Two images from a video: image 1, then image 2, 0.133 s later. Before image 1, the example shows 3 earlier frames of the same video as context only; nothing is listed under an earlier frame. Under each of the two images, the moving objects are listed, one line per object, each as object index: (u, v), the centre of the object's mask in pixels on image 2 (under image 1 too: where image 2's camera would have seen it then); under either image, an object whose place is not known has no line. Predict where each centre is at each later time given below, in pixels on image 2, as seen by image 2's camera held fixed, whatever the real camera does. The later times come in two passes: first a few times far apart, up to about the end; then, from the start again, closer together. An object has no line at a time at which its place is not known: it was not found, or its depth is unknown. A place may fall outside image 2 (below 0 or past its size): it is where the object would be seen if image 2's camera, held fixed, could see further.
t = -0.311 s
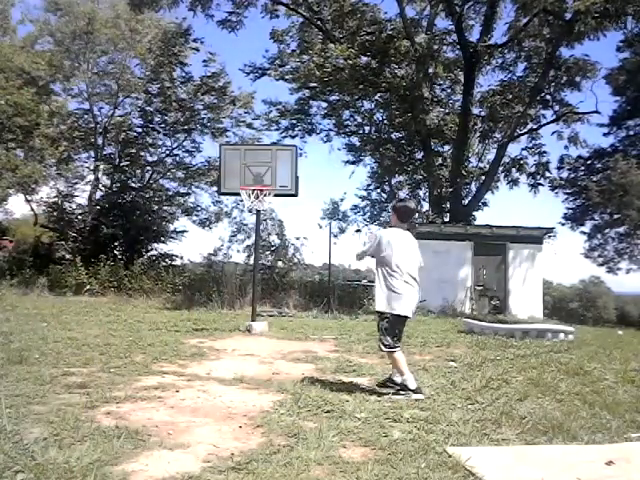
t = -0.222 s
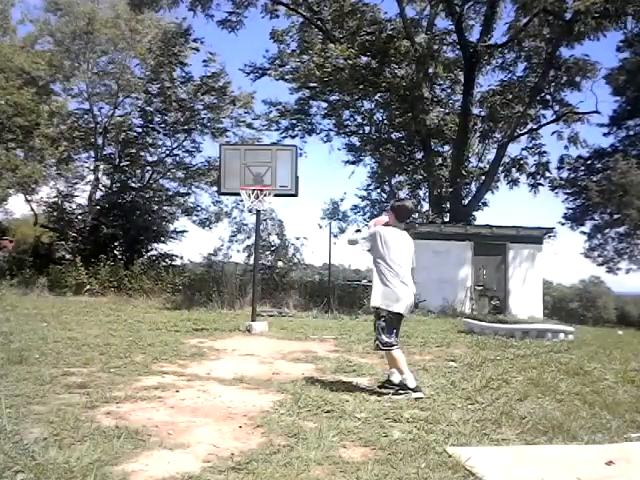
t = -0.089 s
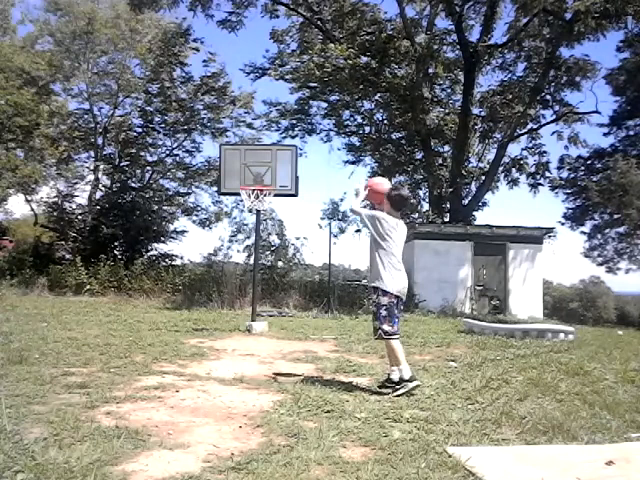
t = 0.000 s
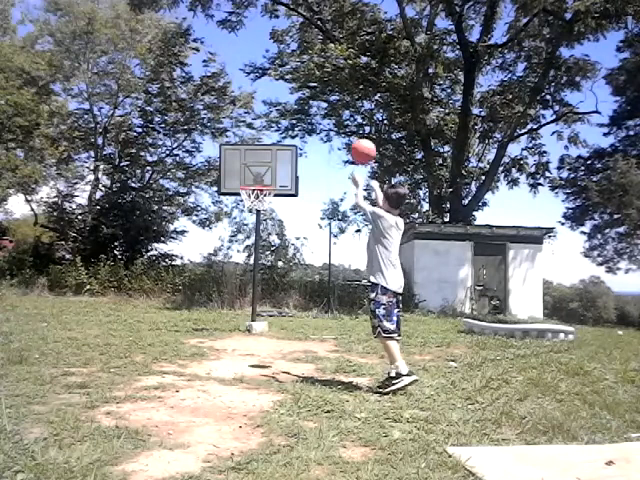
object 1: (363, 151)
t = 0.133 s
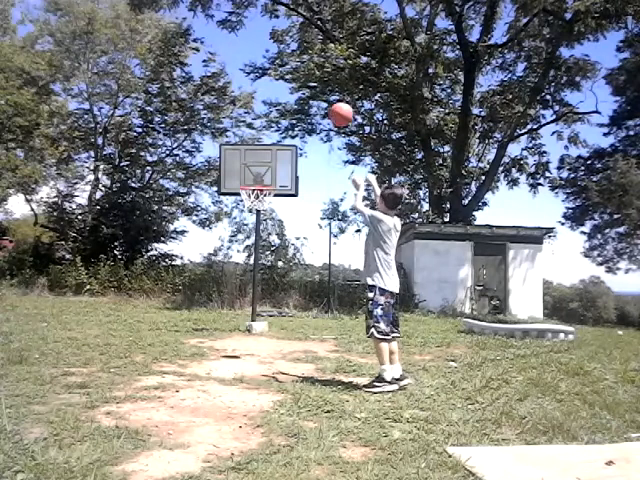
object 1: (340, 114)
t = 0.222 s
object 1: (328, 101)
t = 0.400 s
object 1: (306, 99)
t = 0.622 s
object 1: (282, 128)
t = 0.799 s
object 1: (267, 173)
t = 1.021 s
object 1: (266, 158)
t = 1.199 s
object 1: (266, 159)
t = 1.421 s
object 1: (265, 194)
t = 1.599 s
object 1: (265, 255)
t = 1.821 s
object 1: (264, 332)
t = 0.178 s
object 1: (334, 107)
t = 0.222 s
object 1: (328, 101)
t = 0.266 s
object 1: (322, 98)
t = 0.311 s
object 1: (316, 97)
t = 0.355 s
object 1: (312, 96)
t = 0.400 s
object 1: (306, 99)
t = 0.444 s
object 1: (301, 102)
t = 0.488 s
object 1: (295, 107)
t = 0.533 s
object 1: (291, 112)
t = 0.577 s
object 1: (287, 120)
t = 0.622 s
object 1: (282, 128)
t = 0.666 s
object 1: (279, 138)
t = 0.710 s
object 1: (274, 149)
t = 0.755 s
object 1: (271, 160)
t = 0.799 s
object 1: (267, 173)
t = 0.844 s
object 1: (265, 179)
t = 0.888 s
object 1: (265, 171)
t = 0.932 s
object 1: (265, 165)
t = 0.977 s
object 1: (265, 161)
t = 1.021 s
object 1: (266, 158)
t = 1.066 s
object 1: (266, 156)
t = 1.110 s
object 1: (266, 156)
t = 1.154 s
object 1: (266, 156)
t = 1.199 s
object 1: (266, 159)
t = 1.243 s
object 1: (266, 162)
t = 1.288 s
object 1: (266, 168)
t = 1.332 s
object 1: (266, 175)
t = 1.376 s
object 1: (266, 183)
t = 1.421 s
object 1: (265, 194)
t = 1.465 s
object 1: (265, 207)
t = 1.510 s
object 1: (265, 221)
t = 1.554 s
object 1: (265, 237)
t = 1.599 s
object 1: (265, 255)
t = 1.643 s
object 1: (264, 276)
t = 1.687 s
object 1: (264, 299)
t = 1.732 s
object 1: (263, 325)
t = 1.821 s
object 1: (264, 332)
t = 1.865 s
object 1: (266, 312)
